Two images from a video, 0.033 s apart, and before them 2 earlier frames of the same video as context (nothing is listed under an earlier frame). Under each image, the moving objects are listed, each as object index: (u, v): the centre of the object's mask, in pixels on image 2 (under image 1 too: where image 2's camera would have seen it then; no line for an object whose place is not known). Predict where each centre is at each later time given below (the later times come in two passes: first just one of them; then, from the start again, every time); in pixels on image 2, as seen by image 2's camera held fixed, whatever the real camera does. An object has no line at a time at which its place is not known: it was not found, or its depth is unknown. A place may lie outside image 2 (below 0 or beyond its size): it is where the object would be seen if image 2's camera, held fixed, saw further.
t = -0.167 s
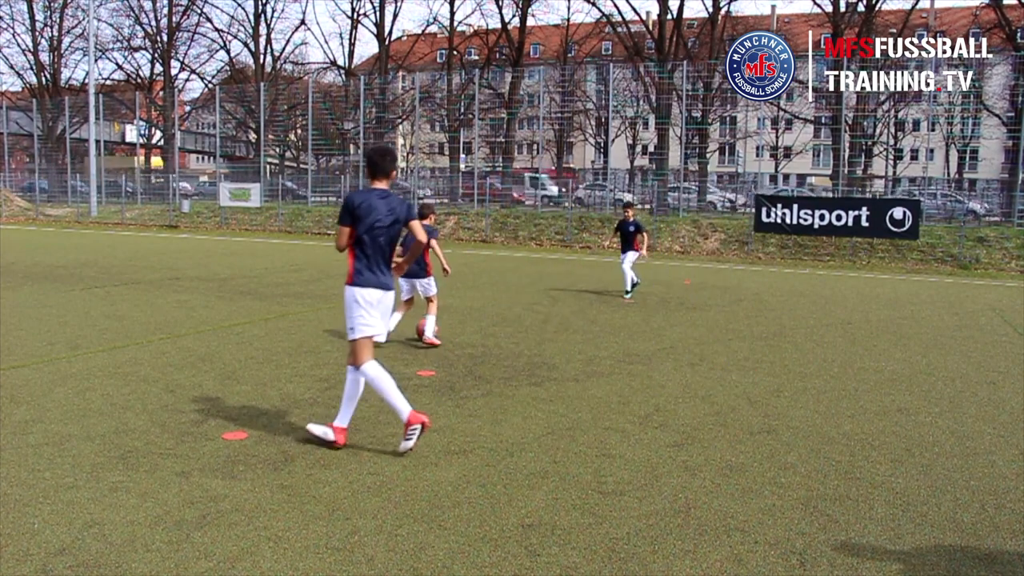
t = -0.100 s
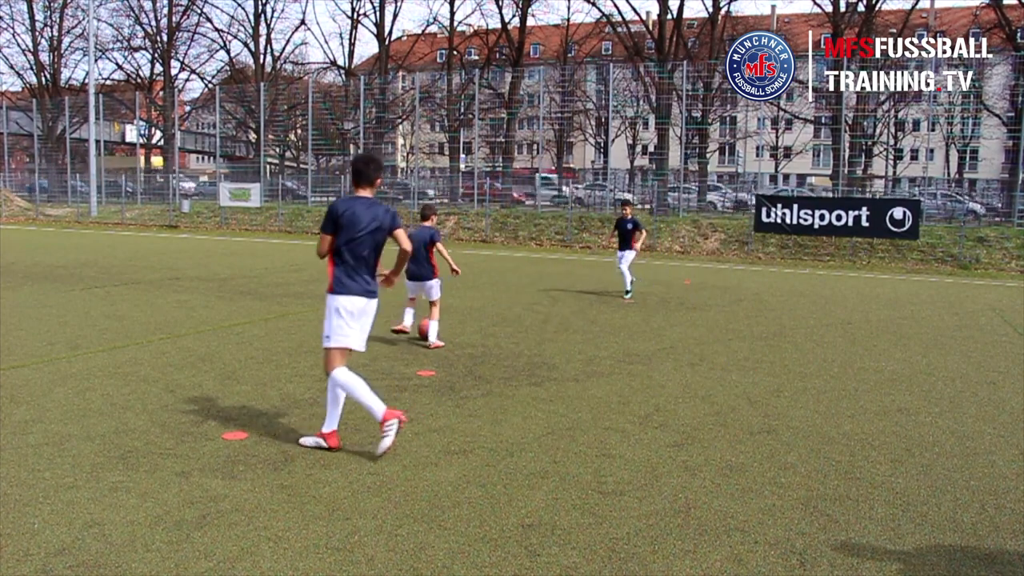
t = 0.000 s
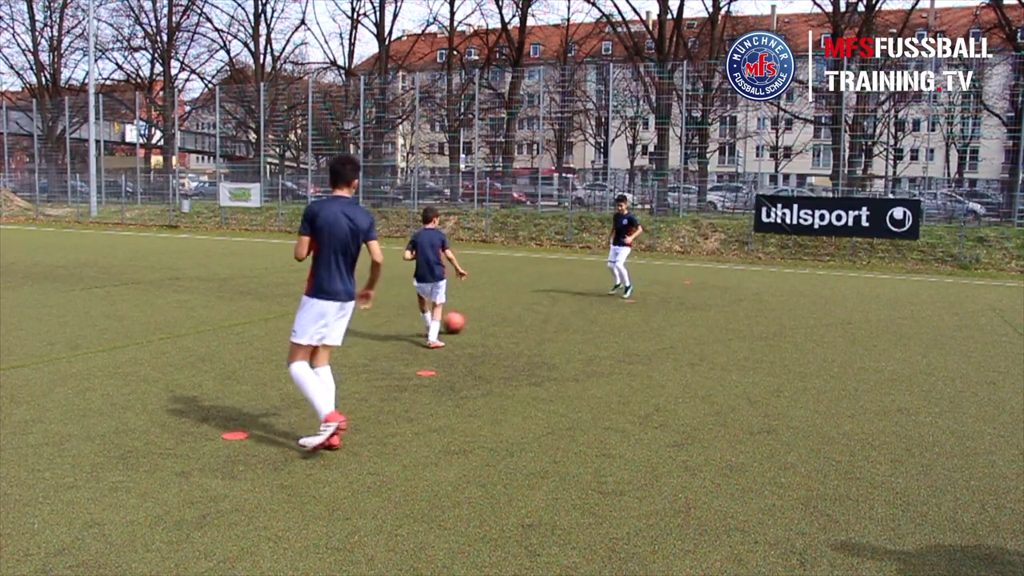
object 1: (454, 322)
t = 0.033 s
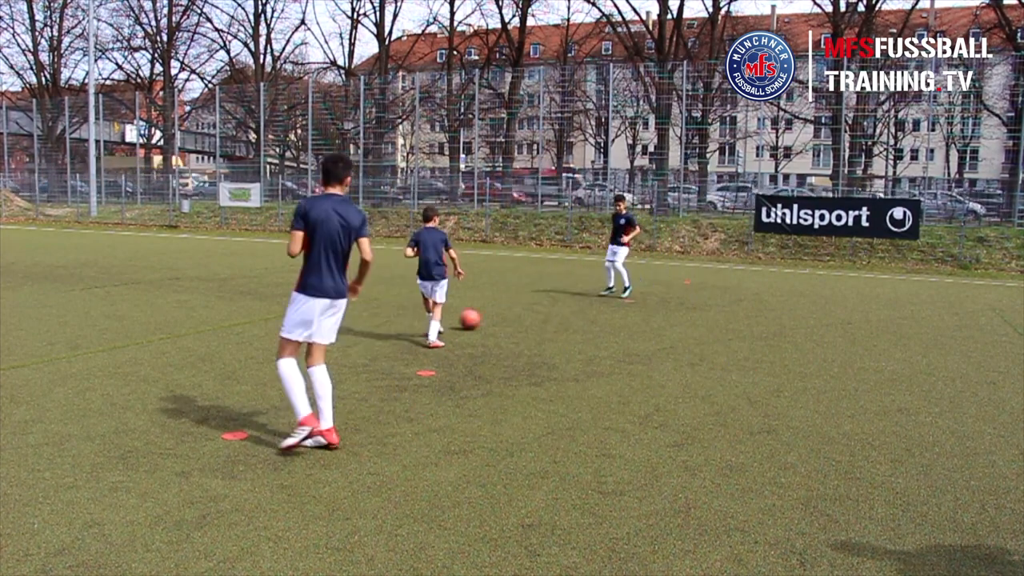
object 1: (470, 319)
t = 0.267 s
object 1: (536, 305)
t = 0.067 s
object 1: (478, 318)
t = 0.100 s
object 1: (491, 314)
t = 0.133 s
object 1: (504, 312)
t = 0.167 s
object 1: (510, 310)
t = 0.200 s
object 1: (521, 308)
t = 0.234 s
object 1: (531, 306)
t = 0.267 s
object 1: (536, 305)
